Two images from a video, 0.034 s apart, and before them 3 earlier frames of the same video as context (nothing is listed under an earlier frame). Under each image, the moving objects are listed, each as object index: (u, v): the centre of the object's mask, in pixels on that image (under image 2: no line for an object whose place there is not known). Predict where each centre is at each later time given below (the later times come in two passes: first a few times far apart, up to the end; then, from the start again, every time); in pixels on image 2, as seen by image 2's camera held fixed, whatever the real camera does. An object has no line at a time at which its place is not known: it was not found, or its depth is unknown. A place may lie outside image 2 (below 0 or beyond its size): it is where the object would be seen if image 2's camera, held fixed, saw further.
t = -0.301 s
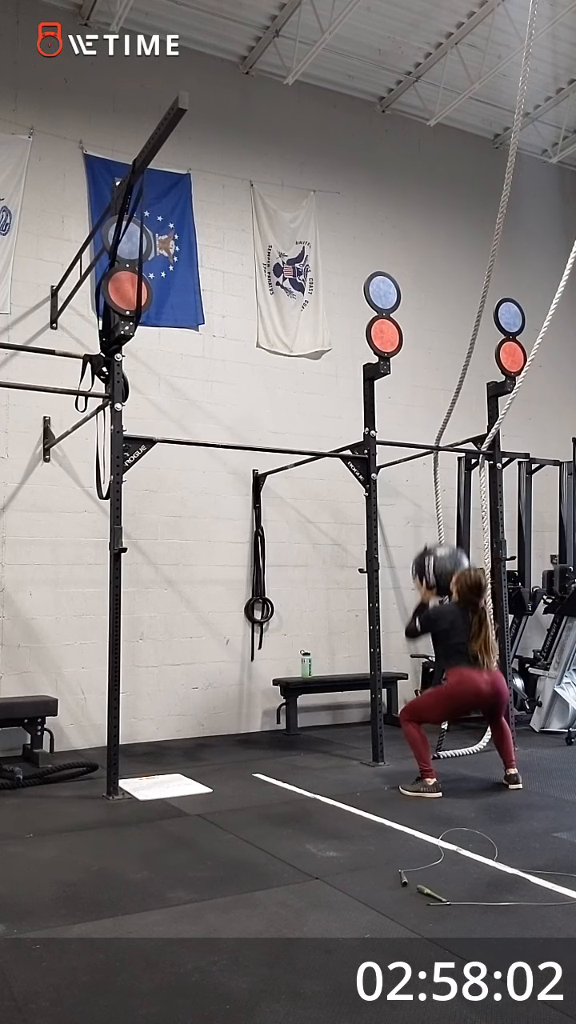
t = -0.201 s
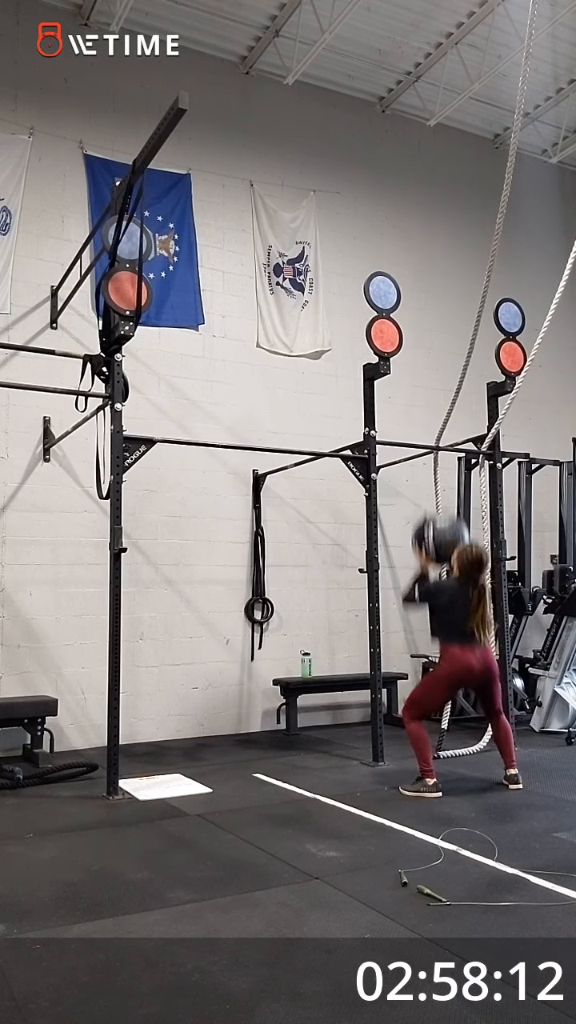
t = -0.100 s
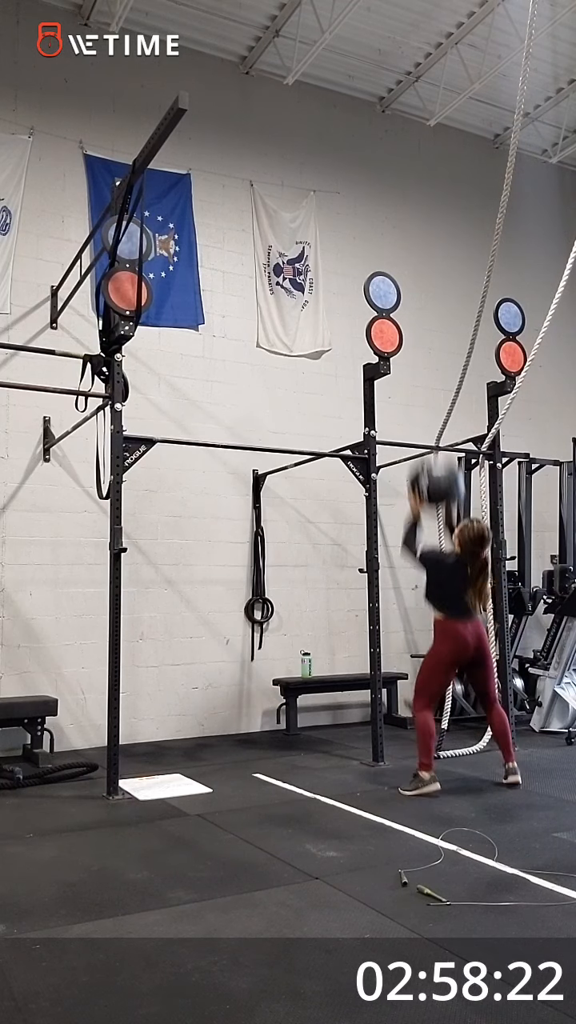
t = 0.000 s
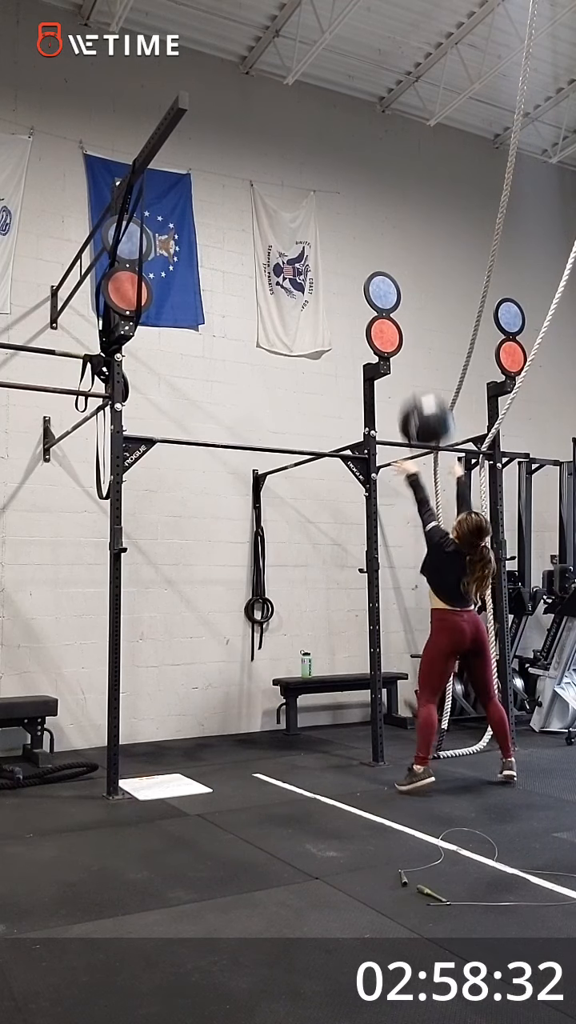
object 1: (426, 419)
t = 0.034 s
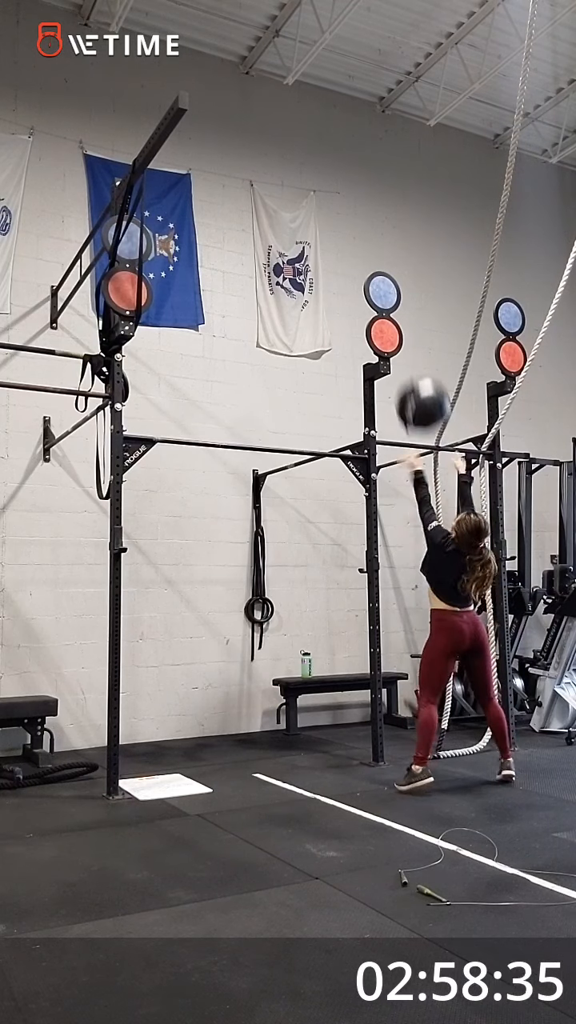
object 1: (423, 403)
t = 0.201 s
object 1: (409, 347)
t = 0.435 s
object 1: (407, 333)
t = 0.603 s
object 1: (416, 369)
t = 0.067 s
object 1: (420, 389)
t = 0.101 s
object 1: (417, 376)
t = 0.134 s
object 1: (414, 364)
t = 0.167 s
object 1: (411, 355)
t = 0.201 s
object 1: (409, 347)
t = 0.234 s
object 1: (406, 340)
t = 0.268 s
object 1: (404, 335)
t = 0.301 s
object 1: (400, 332)
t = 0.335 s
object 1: (400, 331)
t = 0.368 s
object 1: (402, 331)
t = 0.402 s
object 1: (404, 331)
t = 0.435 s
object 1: (407, 333)
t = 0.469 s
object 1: (409, 337)
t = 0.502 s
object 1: (411, 343)
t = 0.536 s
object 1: (413, 349)
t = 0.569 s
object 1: (415, 358)
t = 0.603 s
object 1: (416, 369)
